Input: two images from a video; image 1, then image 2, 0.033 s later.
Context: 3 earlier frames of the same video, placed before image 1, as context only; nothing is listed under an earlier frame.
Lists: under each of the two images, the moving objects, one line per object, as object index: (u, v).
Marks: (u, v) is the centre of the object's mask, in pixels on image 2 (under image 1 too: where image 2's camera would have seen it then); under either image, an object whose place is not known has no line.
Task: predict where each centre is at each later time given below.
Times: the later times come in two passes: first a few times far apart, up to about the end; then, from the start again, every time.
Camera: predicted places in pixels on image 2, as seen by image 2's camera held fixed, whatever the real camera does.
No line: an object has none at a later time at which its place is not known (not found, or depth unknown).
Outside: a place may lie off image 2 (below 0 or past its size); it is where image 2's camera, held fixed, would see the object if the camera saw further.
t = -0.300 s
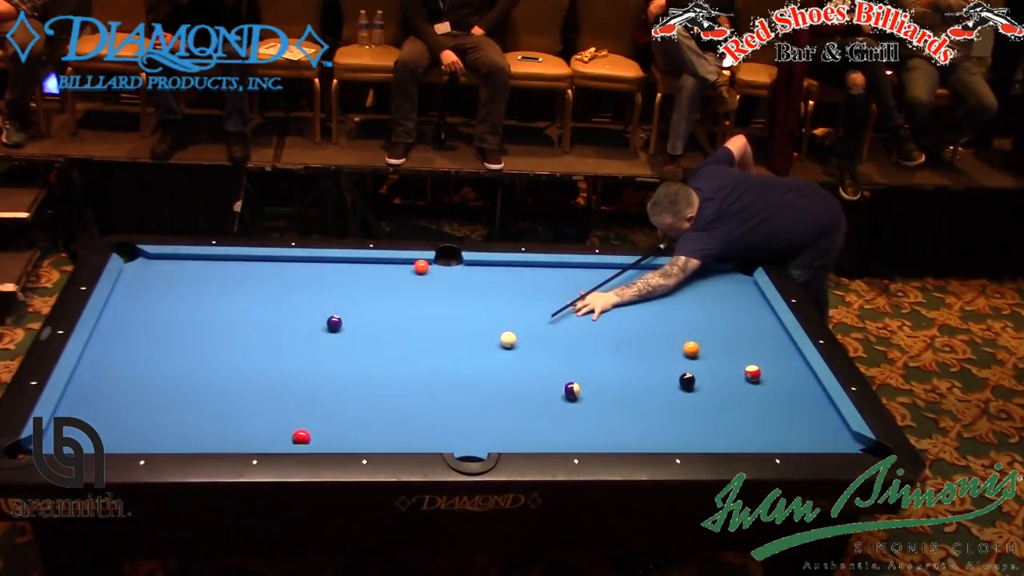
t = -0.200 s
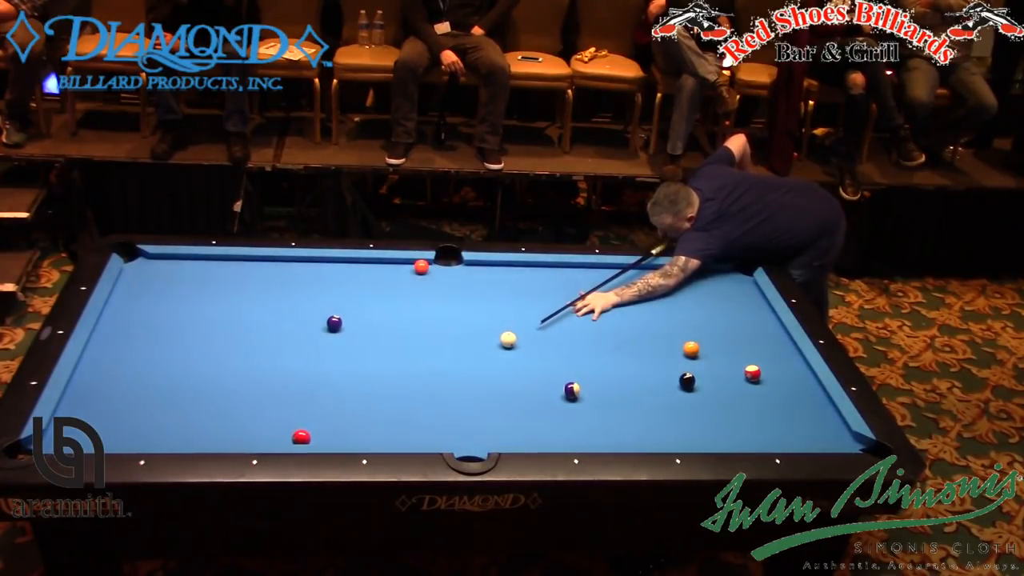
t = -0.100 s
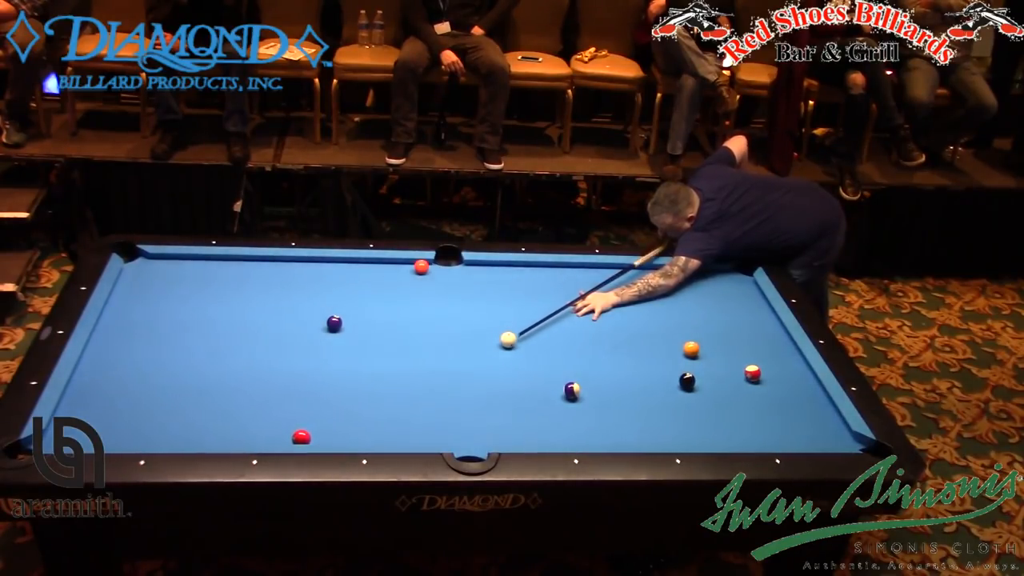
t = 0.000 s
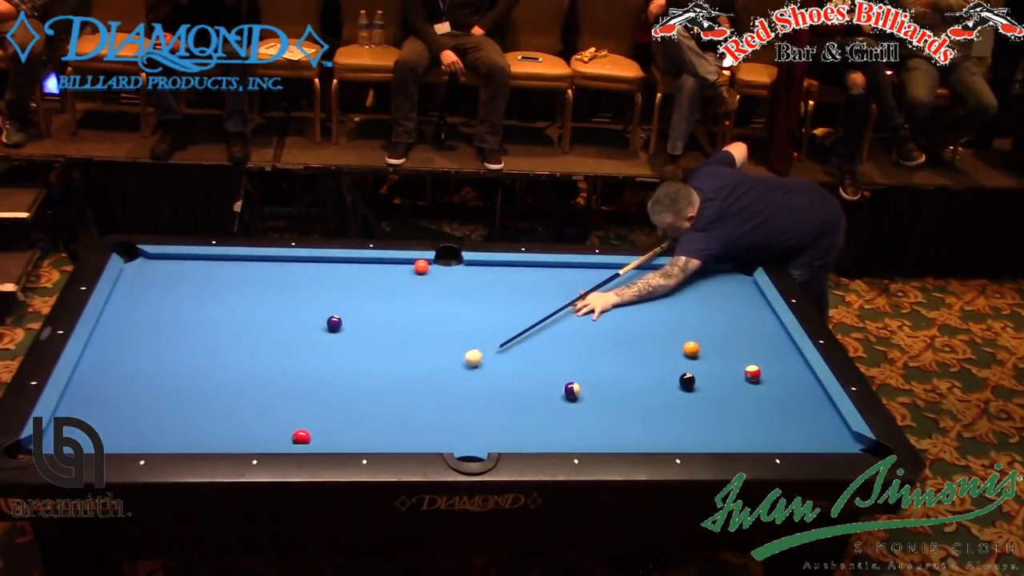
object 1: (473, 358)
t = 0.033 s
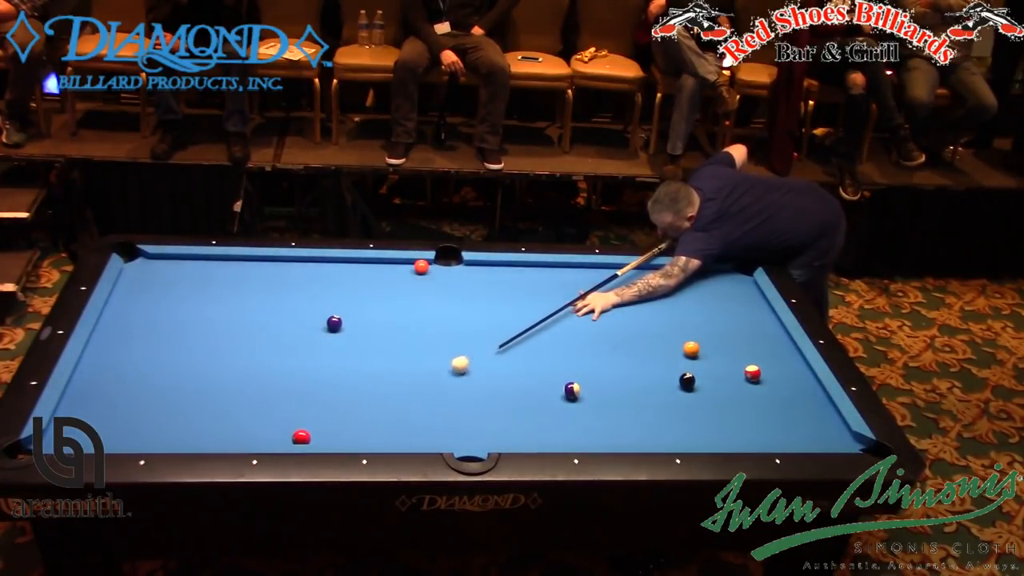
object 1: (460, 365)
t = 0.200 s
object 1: (397, 399)
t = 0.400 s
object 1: (329, 434)
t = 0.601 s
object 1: (322, 422)
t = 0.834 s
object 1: (317, 401)
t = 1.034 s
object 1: (312, 385)
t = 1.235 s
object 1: (308, 370)
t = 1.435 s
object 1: (304, 355)
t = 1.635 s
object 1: (301, 343)
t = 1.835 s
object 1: (297, 331)
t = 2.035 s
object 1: (294, 320)
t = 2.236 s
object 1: (291, 309)
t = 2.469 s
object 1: (288, 298)
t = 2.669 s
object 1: (285, 289)
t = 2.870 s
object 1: (283, 280)
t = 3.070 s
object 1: (280, 273)
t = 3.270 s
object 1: (278, 265)
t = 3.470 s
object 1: (276, 261)
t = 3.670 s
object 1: (273, 264)
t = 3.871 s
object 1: (271, 268)
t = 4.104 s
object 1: (268, 271)
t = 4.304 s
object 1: (266, 274)
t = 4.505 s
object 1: (265, 276)
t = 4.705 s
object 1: (264, 278)
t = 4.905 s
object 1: (263, 279)
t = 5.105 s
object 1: (262, 280)
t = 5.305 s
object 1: (262, 281)
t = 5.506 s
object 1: (262, 281)
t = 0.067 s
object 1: (446, 372)
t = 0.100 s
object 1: (434, 379)
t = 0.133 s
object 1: (422, 386)
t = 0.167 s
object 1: (409, 392)
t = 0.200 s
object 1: (397, 399)
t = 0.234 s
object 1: (386, 405)
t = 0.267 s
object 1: (374, 411)
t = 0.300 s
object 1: (363, 417)
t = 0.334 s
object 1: (352, 423)
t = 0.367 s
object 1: (340, 429)
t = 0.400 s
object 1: (329, 434)
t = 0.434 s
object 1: (320, 438)
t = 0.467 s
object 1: (320, 436)
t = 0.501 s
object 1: (322, 433)
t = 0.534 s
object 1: (322, 429)
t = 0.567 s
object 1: (323, 425)
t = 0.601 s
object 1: (322, 422)
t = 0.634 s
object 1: (322, 419)
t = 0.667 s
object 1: (321, 416)
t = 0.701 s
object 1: (320, 413)
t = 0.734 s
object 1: (319, 410)
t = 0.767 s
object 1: (318, 407)
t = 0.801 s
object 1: (318, 404)
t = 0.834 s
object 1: (317, 401)
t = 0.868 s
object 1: (316, 398)
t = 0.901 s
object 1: (315, 396)
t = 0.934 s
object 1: (314, 393)
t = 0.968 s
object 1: (314, 390)
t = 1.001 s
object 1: (313, 388)
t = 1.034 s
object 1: (312, 385)
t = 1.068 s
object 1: (311, 382)
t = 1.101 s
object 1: (311, 380)
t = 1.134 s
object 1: (310, 377)
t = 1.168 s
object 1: (309, 374)
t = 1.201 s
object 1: (309, 372)
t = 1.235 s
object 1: (308, 370)
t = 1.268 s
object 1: (307, 367)
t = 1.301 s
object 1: (307, 365)
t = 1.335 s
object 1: (306, 362)
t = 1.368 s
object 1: (305, 360)
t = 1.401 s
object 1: (305, 358)
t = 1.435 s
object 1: (304, 355)
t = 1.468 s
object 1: (304, 353)
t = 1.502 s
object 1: (303, 351)
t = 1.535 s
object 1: (302, 349)
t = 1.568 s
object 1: (302, 347)
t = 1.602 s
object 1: (301, 345)
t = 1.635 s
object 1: (301, 343)
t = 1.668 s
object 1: (300, 341)
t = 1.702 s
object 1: (299, 339)
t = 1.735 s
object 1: (299, 337)
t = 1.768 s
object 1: (298, 335)
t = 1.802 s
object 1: (298, 333)
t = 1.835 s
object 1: (297, 331)
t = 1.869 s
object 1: (297, 329)
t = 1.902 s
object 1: (296, 327)
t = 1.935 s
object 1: (296, 325)
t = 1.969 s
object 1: (295, 323)
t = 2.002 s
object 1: (295, 321)
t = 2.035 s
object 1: (294, 320)
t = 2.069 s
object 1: (294, 318)
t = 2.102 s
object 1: (293, 316)
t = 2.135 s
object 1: (293, 314)
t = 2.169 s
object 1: (292, 312)
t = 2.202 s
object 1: (292, 311)
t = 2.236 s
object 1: (291, 309)
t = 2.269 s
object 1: (291, 307)
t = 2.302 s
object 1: (290, 306)
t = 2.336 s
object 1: (290, 304)
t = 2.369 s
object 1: (289, 303)
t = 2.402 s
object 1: (289, 301)
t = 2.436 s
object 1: (288, 300)
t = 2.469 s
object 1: (288, 298)
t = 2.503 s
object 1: (287, 297)
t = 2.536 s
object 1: (287, 295)
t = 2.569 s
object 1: (286, 293)
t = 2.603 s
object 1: (286, 292)
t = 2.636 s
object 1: (285, 290)
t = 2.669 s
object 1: (285, 289)
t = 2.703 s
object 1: (285, 287)
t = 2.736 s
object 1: (284, 286)
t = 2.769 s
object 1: (284, 285)
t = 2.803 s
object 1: (284, 283)
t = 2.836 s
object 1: (283, 282)
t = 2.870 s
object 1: (283, 280)
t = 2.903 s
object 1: (282, 279)
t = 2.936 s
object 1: (282, 278)
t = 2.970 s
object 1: (282, 277)
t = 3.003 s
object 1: (281, 275)
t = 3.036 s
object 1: (281, 274)
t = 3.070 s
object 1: (280, 273)
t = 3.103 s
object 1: (280, 272)
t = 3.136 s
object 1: (280, 270)
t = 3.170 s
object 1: (280, 269)
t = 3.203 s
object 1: (279, 268)
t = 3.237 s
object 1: (279, 267)
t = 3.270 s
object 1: (278, 265)
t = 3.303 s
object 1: (278, 264)
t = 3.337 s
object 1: (278, 263)
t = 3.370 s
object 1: (277, 262)
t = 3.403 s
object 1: (277, 261)
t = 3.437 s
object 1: (277, 260)
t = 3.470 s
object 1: (276, 261)
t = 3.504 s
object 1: (276, 261)
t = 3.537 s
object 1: (275, 262)
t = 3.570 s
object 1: (275, 263)
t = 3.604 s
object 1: (274, 263)
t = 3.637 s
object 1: (274, 264)
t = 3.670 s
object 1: (273, 264)
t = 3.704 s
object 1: (273, 265)
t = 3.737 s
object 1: (273, 265)
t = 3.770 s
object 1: (272, 266)
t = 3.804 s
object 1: (272, 266)
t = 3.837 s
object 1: (271, 267)
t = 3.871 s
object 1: (271, 268)
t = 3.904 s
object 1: (270, 268)
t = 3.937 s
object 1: (270, 269)
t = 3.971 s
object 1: (269, 269)
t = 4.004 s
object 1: (269, 270)
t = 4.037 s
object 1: (269, 270)
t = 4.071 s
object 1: (269, 270)
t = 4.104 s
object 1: (268, 271)
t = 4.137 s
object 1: (268, 271)
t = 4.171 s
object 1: (268, 272)
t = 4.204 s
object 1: (267, 272)
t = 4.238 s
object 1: (267, 273)
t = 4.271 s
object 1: (267, 273)
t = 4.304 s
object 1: (266, 274)
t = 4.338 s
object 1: (266, 274)
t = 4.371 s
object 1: (266, 274)
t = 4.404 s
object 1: (266, 275)
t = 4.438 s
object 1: (266, 275)
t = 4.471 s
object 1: (265, 276)
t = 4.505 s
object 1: (265, 276)
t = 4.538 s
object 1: (265, 276)
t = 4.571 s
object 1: (265, 277)
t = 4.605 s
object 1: (265, 277)
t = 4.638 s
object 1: (265, 277)
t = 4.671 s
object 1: (264, 277)
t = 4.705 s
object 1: (264, 278)
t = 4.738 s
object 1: (264, 278)
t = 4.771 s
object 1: (264, 278)
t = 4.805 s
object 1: (264, 279)
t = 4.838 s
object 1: (263, 279)
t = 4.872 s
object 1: (263, 279)
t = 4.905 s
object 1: (263, 279)
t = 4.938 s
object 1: (263, 279)
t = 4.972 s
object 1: (263, 280)
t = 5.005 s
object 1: (263, 280)
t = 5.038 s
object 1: (263, 280)
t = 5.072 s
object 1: (263, 280)
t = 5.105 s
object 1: (262, 280)
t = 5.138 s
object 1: (262, 281)
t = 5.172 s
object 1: (262, 281)
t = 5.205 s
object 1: (262, 281)
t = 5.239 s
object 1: (262, 281)
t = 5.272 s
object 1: (262, 281)
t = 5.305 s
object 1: (262, 281)
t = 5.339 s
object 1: (262, 281)
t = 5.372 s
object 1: (262, 281)
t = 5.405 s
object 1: (262, 281)
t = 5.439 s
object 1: (262, 281)
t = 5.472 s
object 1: (262, 281)
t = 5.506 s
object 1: (262, 281)
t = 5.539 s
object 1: (262, 281)
